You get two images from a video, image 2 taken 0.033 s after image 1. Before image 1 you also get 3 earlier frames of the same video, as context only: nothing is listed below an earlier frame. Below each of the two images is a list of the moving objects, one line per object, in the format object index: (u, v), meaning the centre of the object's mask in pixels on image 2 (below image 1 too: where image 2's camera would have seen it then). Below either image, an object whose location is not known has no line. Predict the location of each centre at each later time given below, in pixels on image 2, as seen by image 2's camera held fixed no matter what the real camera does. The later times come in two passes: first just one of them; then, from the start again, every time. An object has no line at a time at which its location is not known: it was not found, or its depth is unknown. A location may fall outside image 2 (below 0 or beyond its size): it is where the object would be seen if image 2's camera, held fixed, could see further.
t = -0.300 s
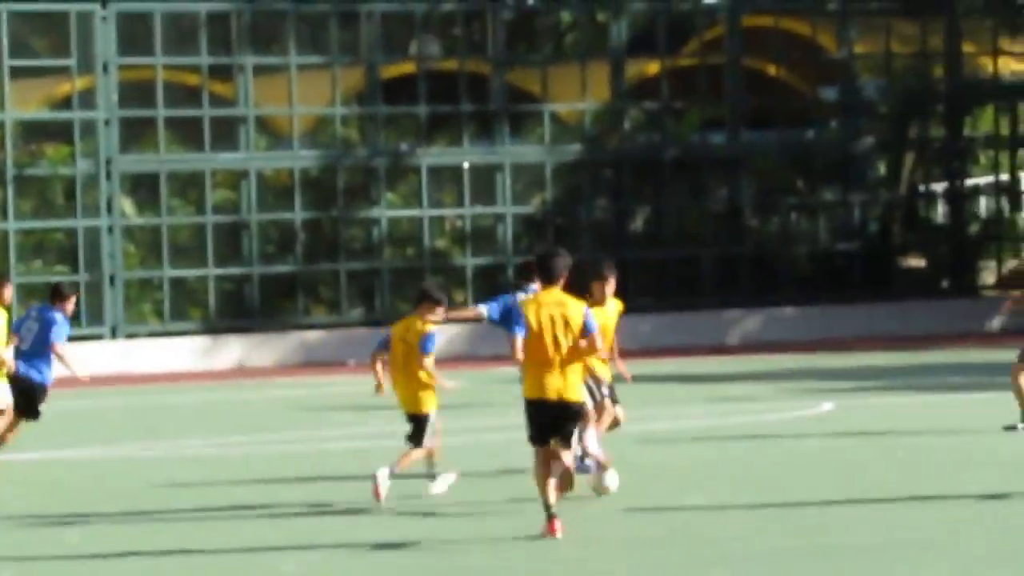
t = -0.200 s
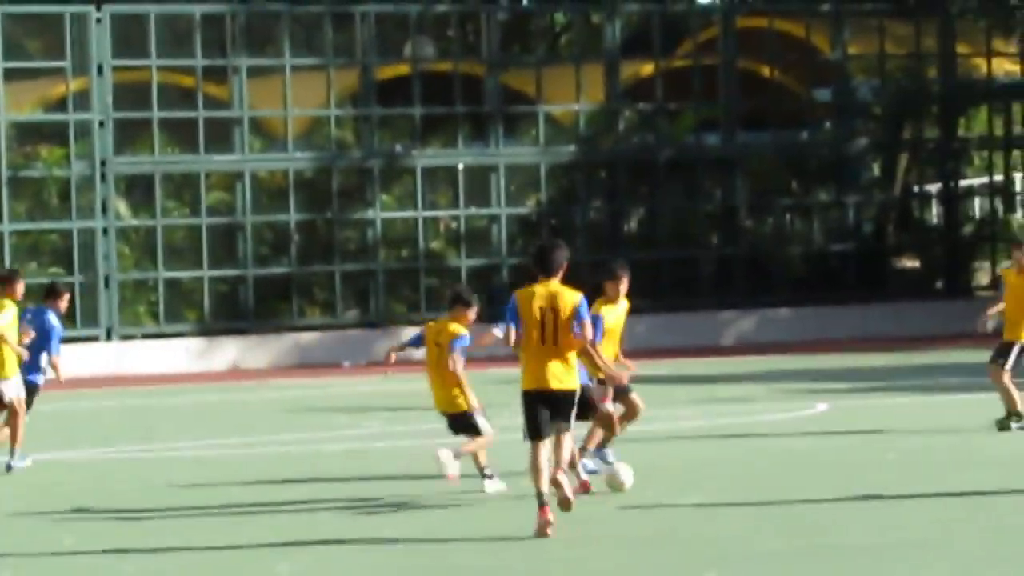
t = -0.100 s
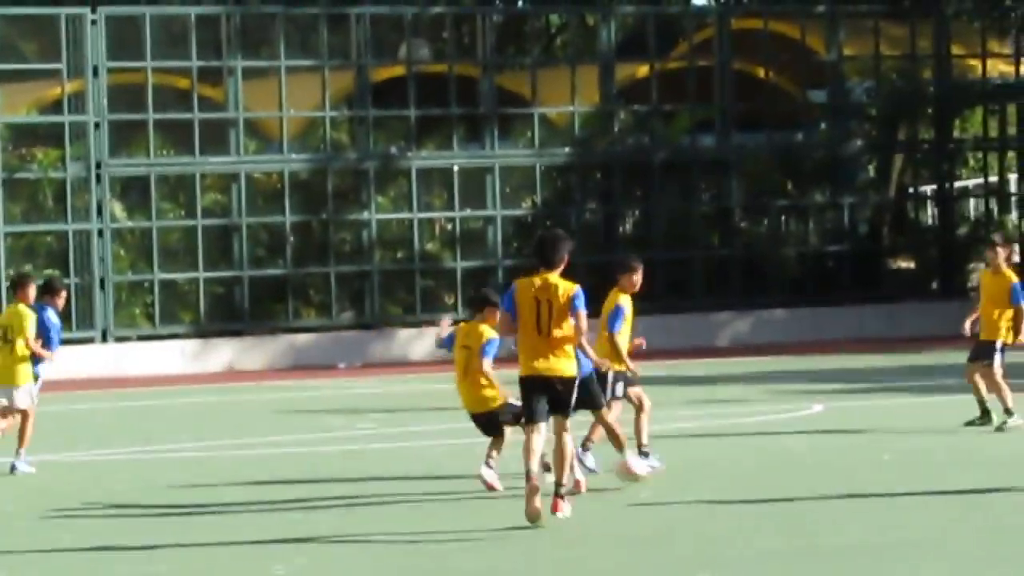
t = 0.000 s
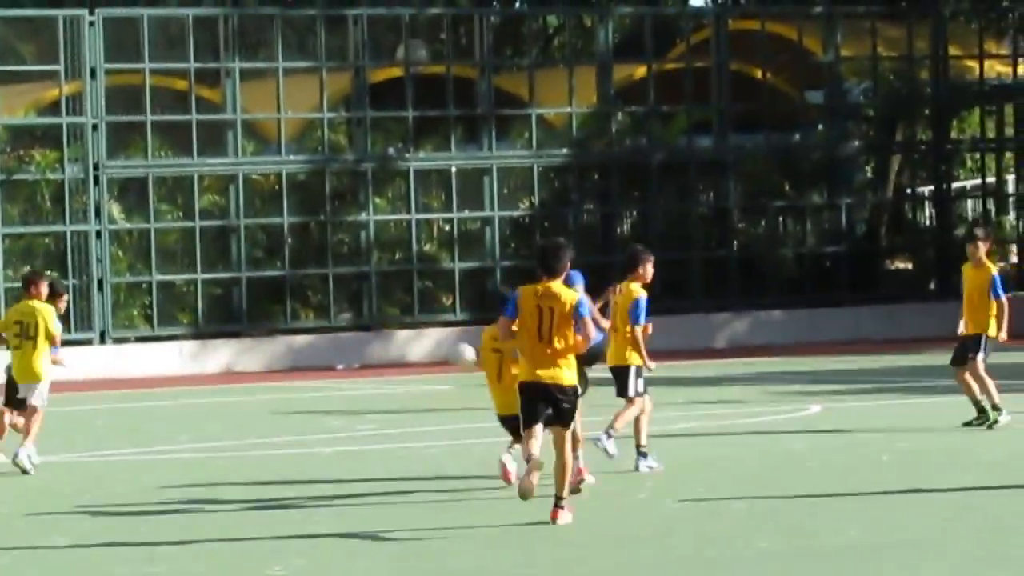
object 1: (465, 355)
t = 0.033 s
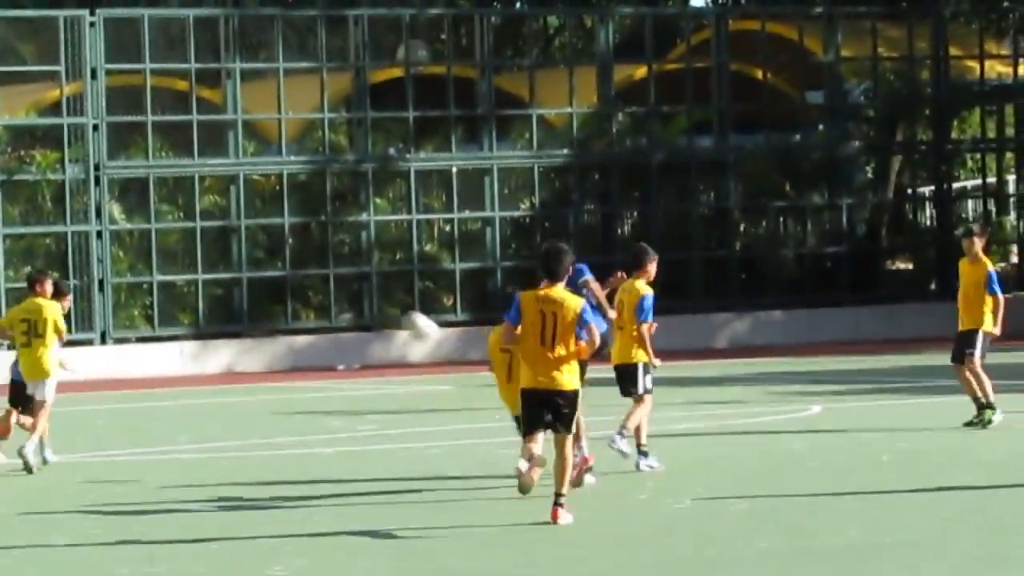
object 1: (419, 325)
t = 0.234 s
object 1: (178, 178)
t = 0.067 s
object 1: (375, 298)
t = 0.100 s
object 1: (332, 270)
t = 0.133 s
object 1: (291, 244)
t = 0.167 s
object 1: (252, 220)
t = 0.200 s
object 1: (214, 198)
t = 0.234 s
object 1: (178, 178)
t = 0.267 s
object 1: (145, 158)
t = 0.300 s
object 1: (111, 143)
